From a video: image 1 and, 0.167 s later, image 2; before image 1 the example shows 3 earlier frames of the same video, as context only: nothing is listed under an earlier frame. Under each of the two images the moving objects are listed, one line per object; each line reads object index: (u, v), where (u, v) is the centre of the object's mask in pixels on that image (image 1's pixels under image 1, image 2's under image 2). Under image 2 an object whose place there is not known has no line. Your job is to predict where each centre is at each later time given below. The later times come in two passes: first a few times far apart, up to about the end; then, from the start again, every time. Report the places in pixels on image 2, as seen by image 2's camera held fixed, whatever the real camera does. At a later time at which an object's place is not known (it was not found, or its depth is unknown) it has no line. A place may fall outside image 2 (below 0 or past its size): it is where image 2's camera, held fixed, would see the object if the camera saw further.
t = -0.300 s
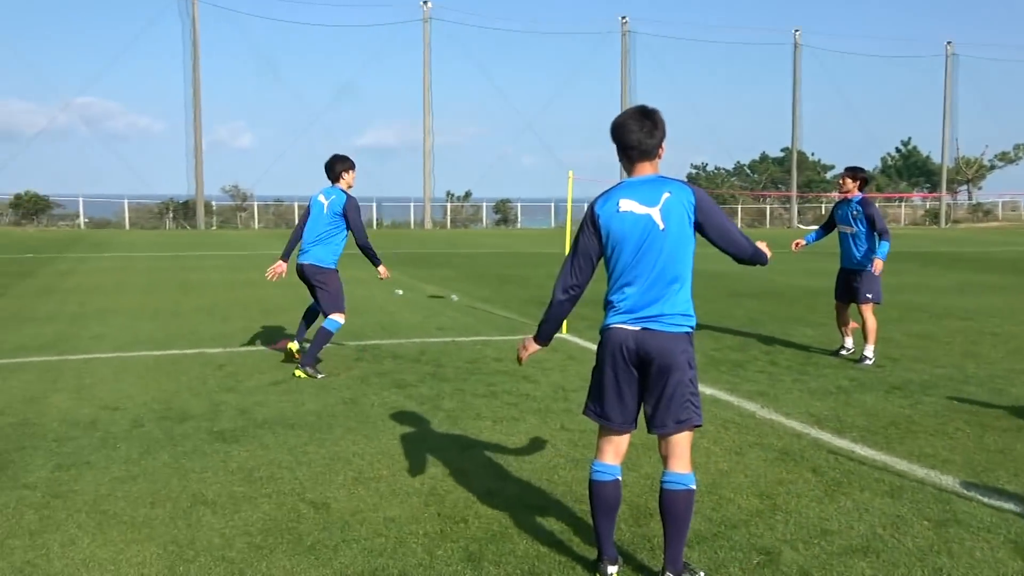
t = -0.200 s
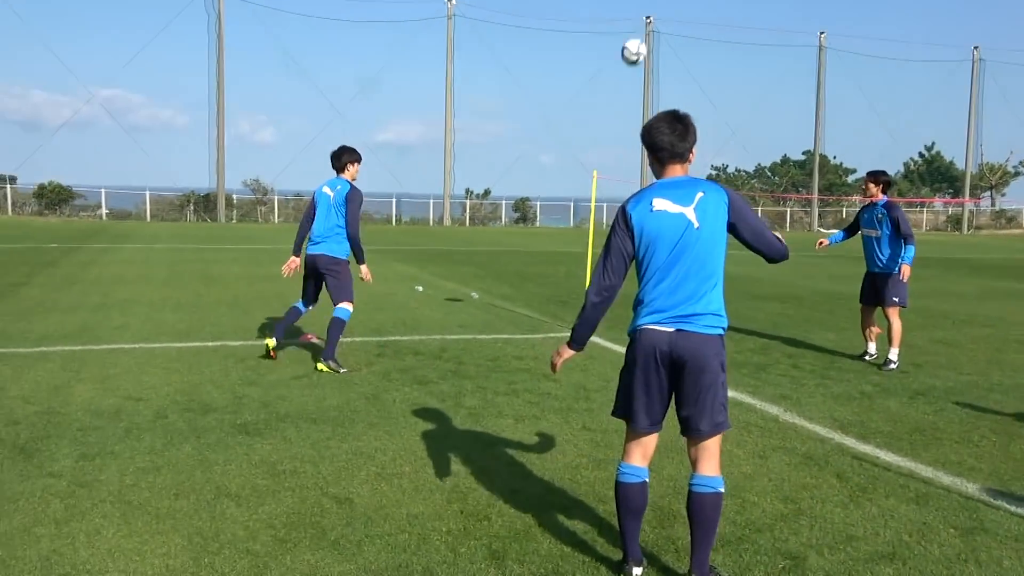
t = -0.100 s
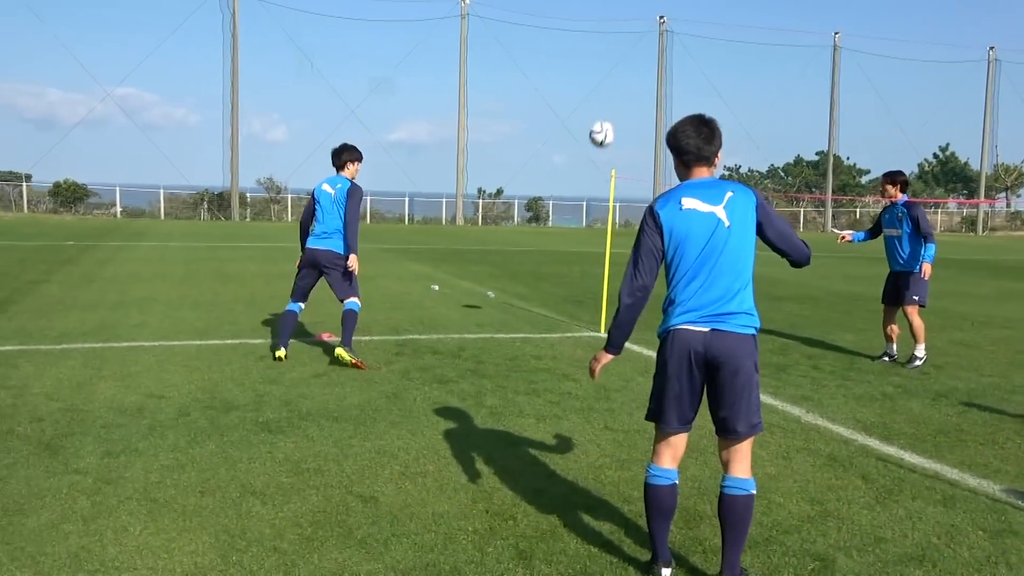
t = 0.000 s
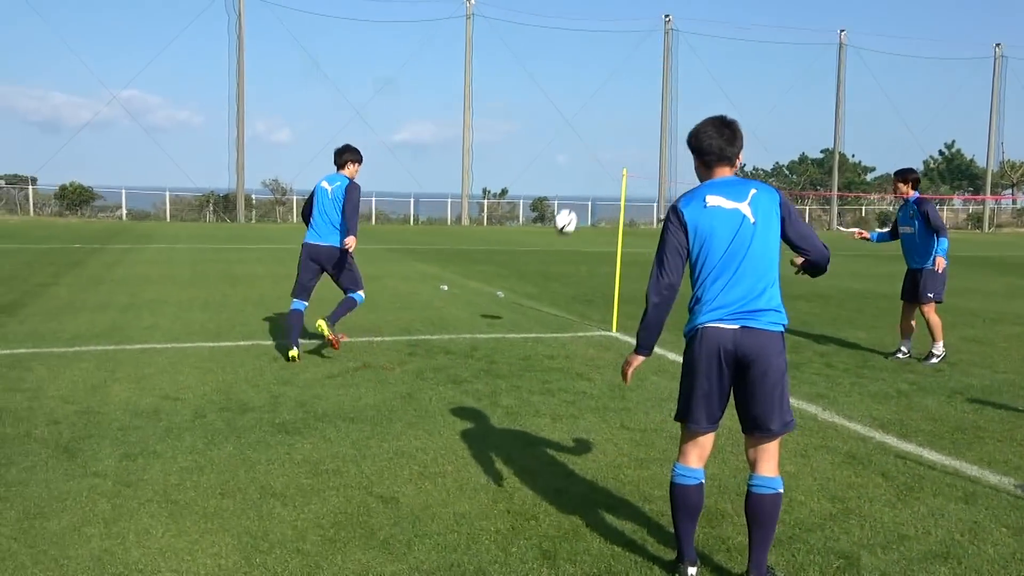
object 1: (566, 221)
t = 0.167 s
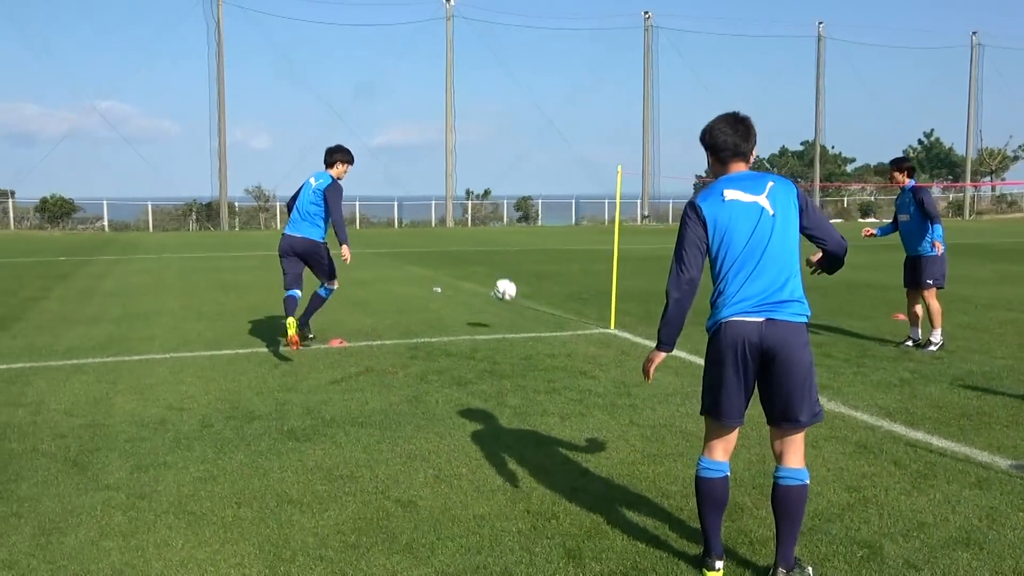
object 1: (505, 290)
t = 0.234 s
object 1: (494, 247)
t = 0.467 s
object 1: (473, 140)
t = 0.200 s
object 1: (500, 268)
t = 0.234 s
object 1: (494, 247)
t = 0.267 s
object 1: (490, 228)
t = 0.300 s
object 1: (491, 211)
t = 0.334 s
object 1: (487, 194)
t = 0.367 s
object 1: (484, 179)
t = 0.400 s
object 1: (480, 165)
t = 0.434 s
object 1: (477, 152)
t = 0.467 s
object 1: (473, 140)
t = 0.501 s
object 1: (470, 129)
